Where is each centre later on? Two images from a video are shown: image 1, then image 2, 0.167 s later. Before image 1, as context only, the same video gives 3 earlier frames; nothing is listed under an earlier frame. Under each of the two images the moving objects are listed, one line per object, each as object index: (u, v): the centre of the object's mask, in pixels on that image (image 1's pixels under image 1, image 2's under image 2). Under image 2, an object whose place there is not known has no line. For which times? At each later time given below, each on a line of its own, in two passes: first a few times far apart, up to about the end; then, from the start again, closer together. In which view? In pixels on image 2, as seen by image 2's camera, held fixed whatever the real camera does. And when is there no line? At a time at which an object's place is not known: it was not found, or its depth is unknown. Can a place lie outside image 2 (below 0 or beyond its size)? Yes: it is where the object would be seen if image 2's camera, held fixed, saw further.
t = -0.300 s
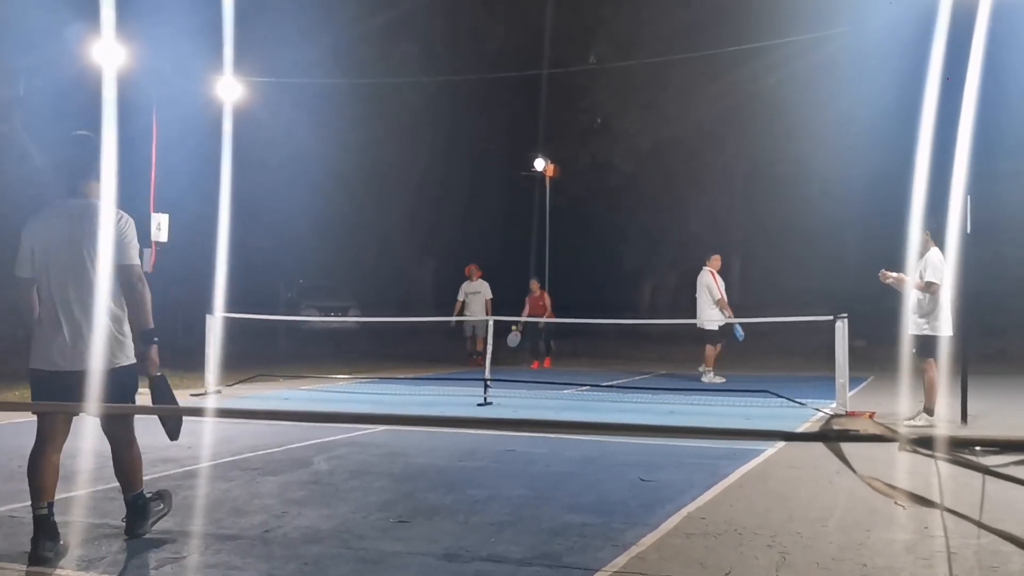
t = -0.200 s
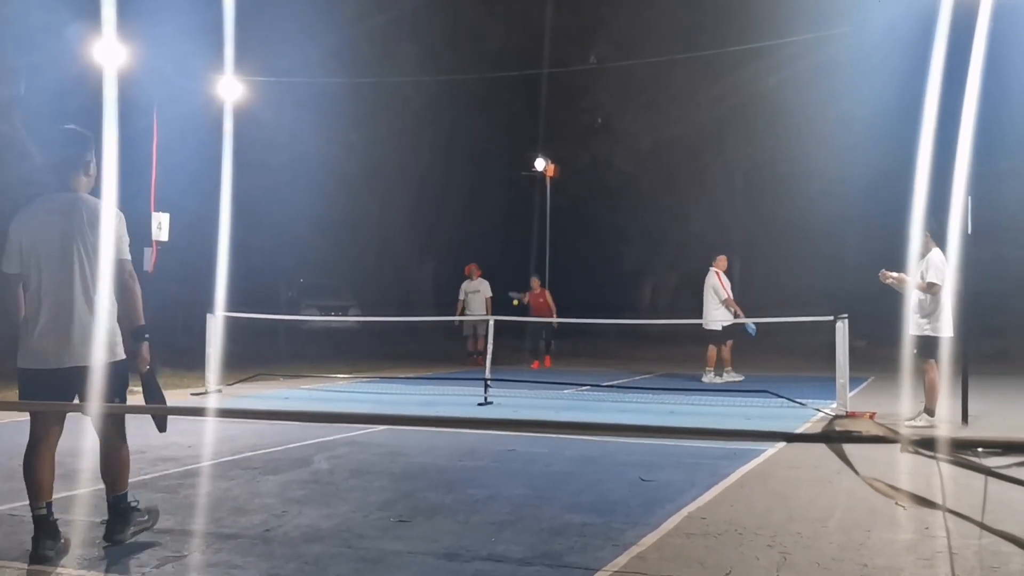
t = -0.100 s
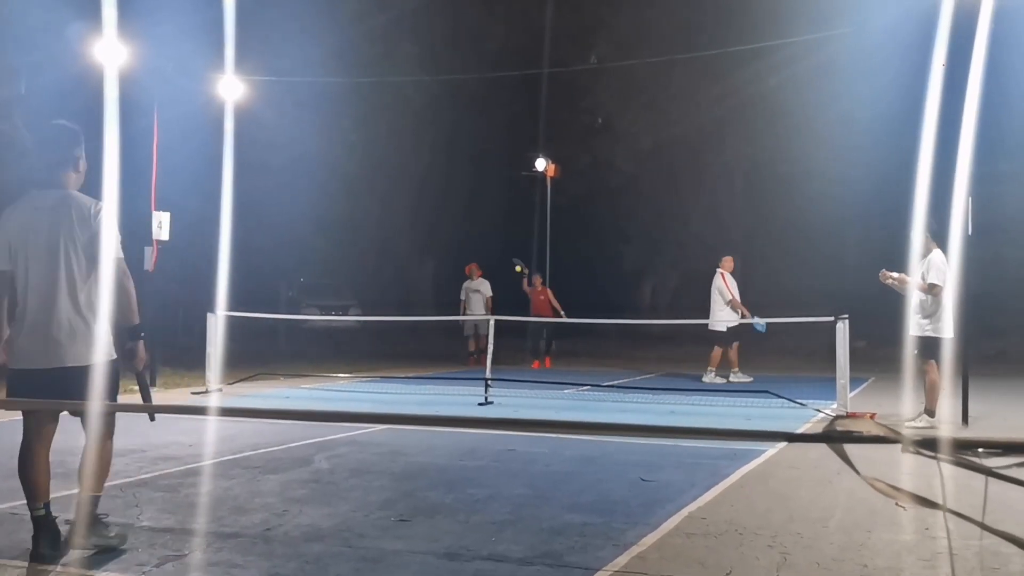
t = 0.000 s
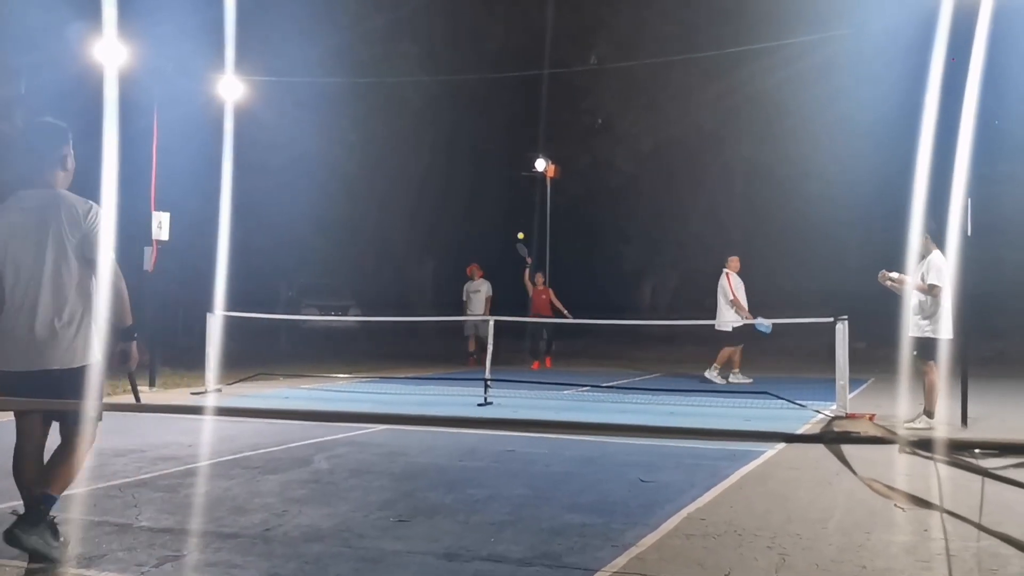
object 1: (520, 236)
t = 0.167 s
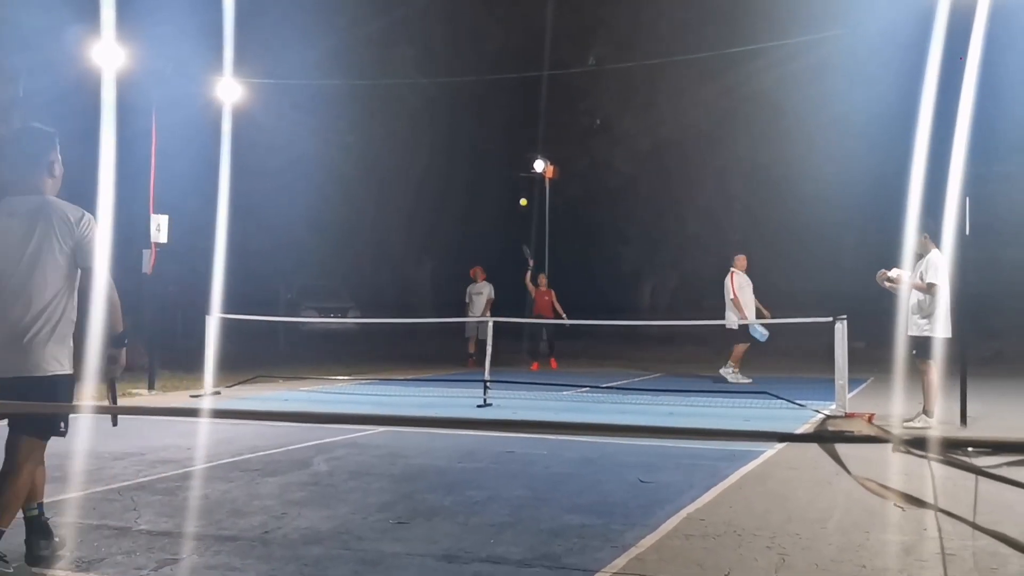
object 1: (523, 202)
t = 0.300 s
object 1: (526, 188)
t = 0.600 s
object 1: (534, 225)
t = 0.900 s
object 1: (545, 416)
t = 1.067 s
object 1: (551, 395)
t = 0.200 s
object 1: (524, 197)
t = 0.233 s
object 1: (525, 193)
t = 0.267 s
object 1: (525, 190)
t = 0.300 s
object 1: (526, 188)
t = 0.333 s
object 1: (527, 187)
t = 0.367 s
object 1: (528, 187)
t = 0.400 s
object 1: (529, 188)
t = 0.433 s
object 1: (529, 191)
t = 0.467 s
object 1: (530, 195)
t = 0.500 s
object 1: (531, 200)
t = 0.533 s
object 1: (532, 207)
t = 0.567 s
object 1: (533, 215)
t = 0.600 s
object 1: (534, 225)
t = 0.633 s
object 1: (536, 237)
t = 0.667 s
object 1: (537, 251)
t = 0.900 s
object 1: (545, 416)
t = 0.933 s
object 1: (548, 452)
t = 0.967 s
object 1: (549, 445)
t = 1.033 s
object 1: (551, 410)
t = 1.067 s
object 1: (551, 395)
